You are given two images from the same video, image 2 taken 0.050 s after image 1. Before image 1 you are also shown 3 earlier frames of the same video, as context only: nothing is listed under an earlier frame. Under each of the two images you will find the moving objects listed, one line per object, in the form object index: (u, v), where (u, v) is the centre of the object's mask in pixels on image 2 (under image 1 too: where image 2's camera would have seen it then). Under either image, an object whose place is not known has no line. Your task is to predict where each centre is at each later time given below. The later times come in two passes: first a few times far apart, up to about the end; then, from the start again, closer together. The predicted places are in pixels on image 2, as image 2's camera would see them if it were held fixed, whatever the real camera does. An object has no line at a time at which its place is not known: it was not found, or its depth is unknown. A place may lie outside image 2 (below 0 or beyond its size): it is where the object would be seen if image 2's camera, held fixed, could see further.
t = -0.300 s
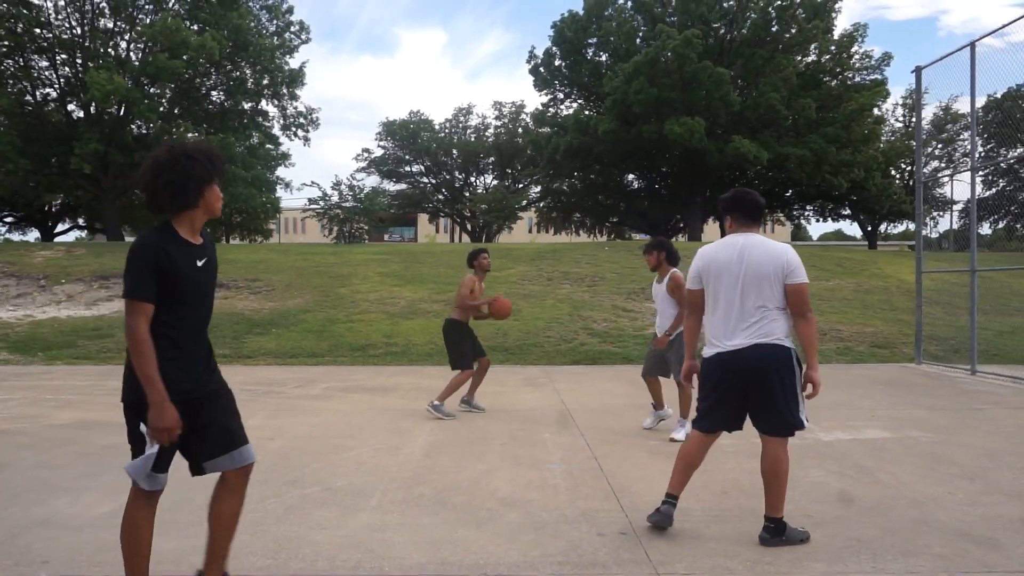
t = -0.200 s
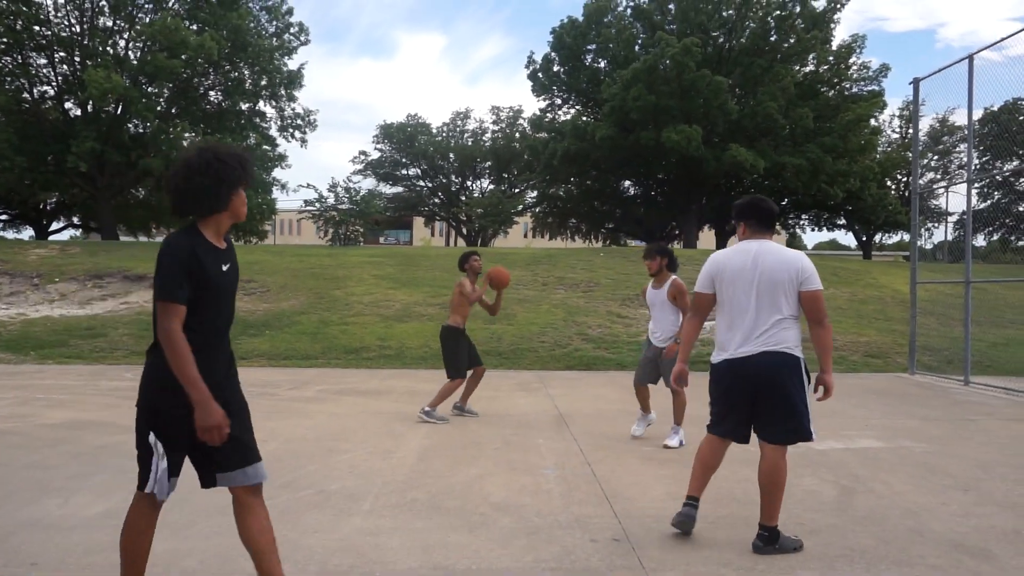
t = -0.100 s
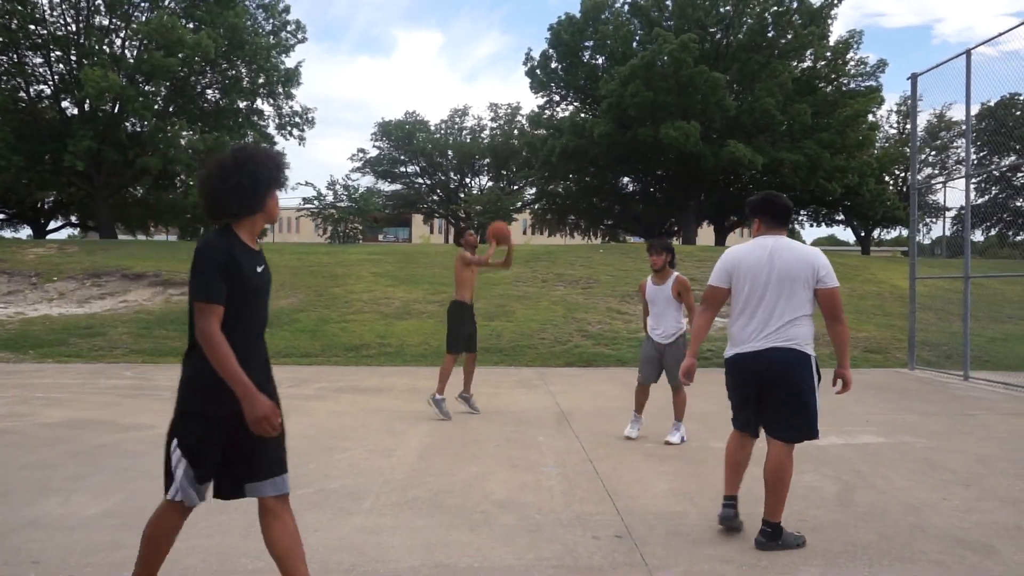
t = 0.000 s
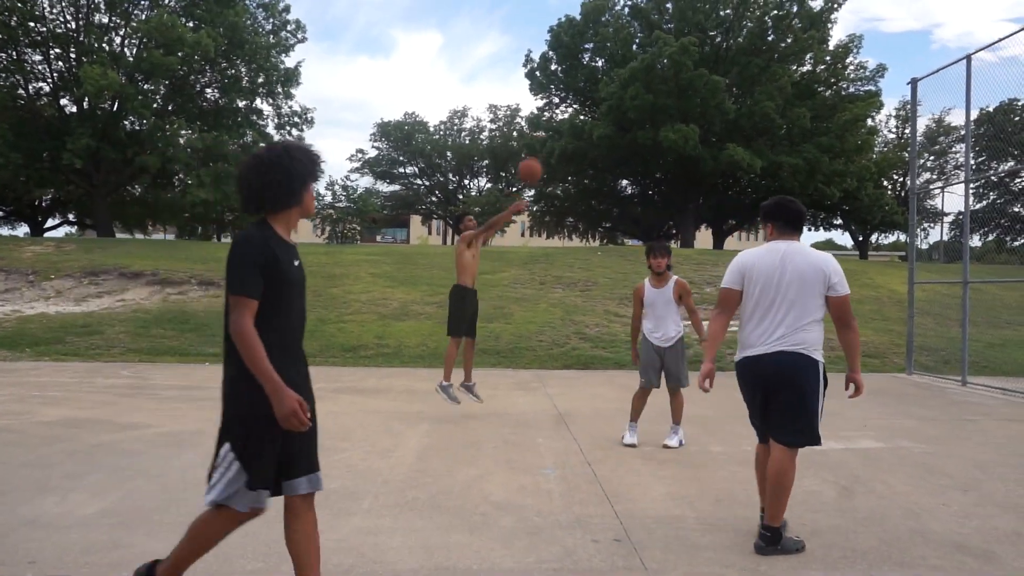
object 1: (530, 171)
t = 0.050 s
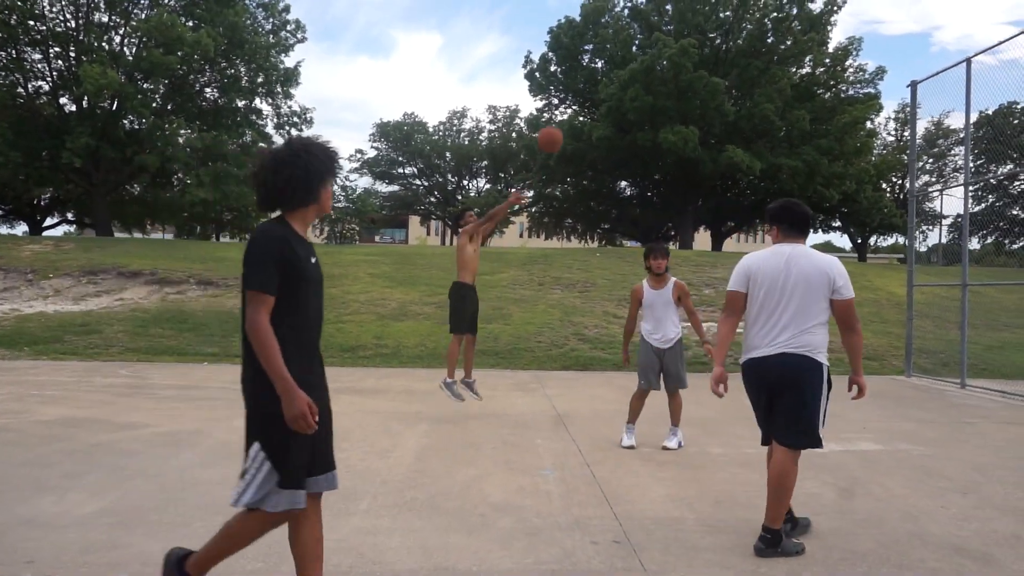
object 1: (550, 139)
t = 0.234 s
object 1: (638, 27)
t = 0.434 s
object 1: (750, -70)
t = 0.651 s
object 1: (894, -140)
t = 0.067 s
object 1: (557, 129)
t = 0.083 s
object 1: (564, 117)
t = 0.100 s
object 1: (573, 106)
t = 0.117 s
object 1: (580, 95)
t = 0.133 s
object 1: (587, 86)
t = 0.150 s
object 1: (594, 76)
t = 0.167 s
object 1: (603, 65)
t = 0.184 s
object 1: (610, 56)
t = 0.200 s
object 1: (619, 47)
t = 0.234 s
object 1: (638, 27)
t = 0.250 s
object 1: (648, 18)
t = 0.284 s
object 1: (665, 0)
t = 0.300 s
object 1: (675, -9)
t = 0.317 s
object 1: (684, -17)
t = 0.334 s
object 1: (693, -26)
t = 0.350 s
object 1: (702, -34)
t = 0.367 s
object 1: (711, -42)
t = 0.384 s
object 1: (720, -49)
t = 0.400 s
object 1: (729, -56)
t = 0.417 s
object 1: (739, -63)
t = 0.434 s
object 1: (750, -70)
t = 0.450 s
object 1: (761, -78)
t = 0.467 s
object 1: (771, -84)
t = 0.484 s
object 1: (782, -91)
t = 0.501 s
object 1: (792, -97)
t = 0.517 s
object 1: (803, -103)
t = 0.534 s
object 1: (814, -109)
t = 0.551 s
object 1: (825, -114)
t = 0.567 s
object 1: (836, -120)
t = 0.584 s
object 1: (847, -124)
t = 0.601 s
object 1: (859, -129)
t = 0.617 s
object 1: (870, -133)
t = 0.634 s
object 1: (882, -137)
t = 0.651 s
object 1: (894, -140)
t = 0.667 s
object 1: (907, -143)
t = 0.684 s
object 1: (919, -146)
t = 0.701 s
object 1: (932, -148)
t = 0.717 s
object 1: (945, -150)
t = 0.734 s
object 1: (958, -151)
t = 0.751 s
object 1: (971, -153)
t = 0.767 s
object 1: (985, -153)
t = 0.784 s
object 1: (999, -154)
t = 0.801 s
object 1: (1014, -154)
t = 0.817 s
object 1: (1028, -153)
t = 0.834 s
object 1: (1043, -152)
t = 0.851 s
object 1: (1058, -151)
